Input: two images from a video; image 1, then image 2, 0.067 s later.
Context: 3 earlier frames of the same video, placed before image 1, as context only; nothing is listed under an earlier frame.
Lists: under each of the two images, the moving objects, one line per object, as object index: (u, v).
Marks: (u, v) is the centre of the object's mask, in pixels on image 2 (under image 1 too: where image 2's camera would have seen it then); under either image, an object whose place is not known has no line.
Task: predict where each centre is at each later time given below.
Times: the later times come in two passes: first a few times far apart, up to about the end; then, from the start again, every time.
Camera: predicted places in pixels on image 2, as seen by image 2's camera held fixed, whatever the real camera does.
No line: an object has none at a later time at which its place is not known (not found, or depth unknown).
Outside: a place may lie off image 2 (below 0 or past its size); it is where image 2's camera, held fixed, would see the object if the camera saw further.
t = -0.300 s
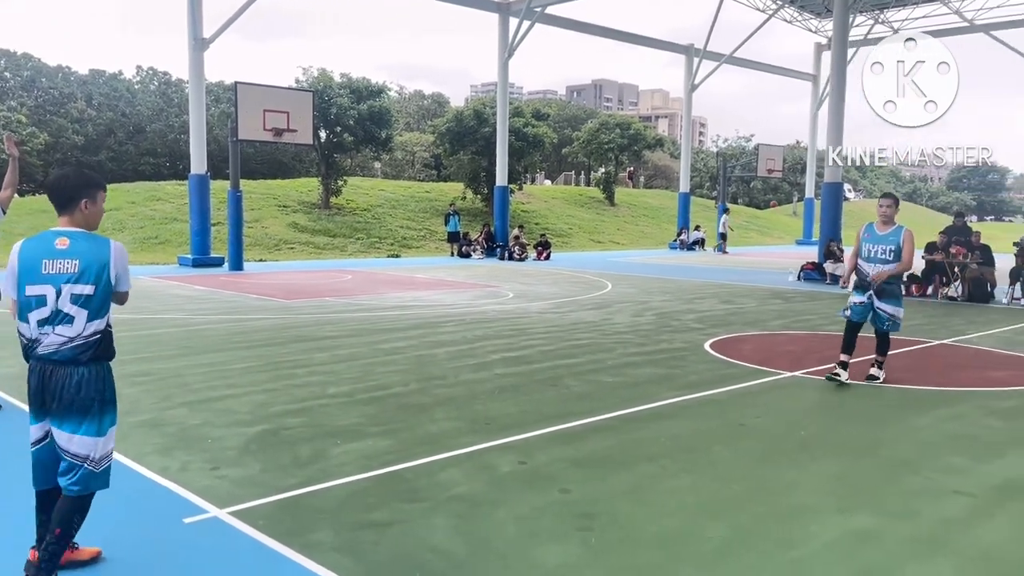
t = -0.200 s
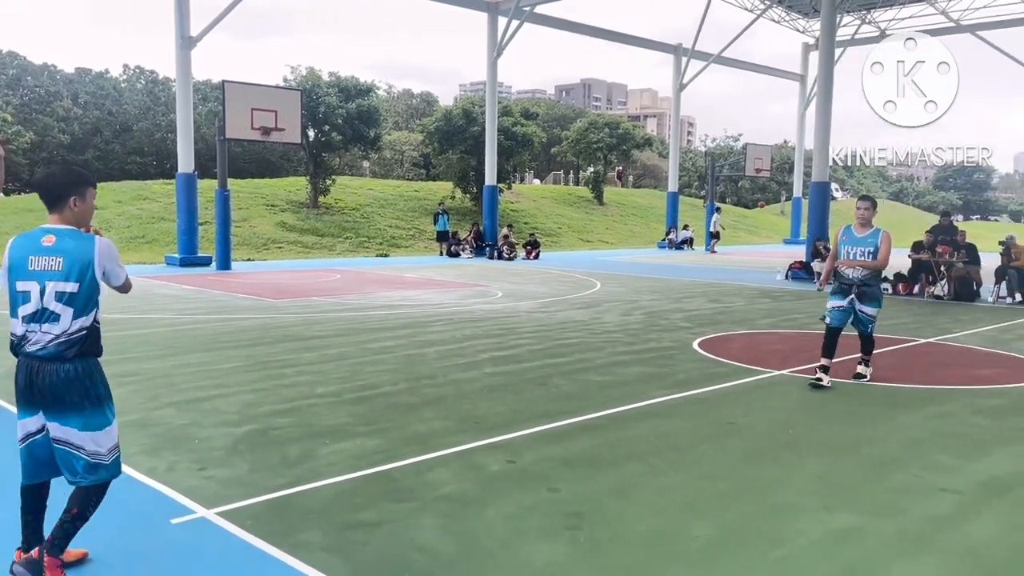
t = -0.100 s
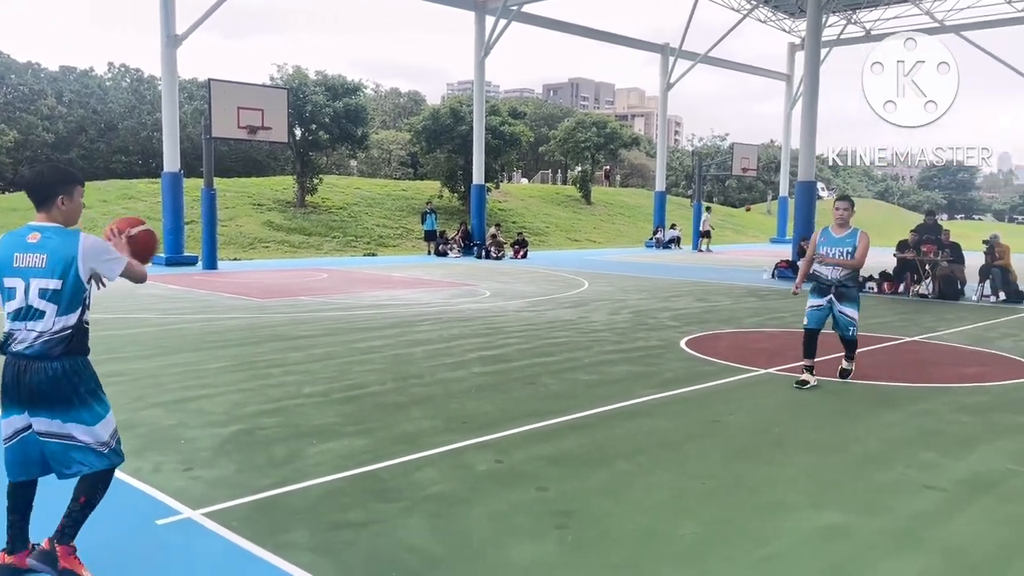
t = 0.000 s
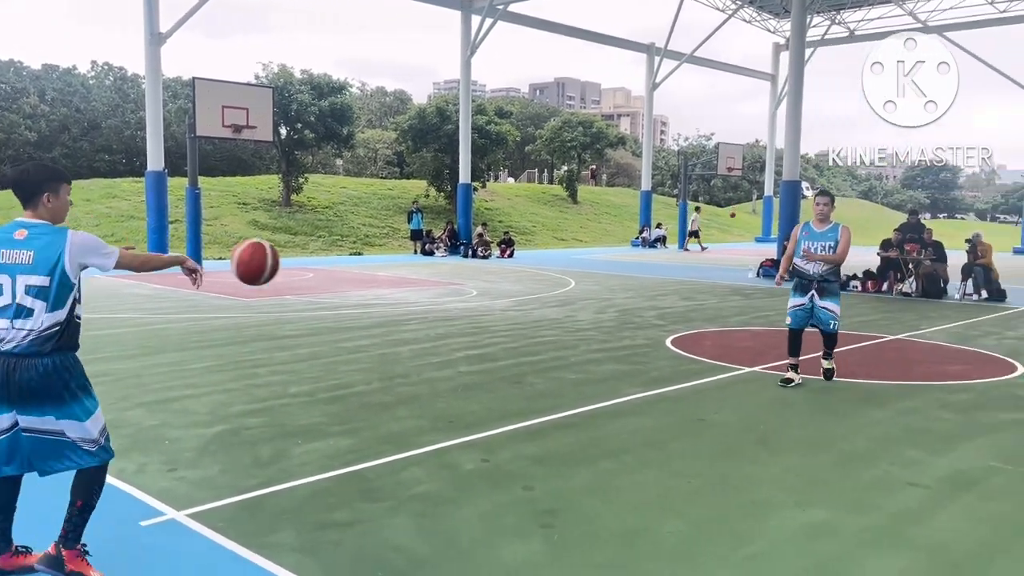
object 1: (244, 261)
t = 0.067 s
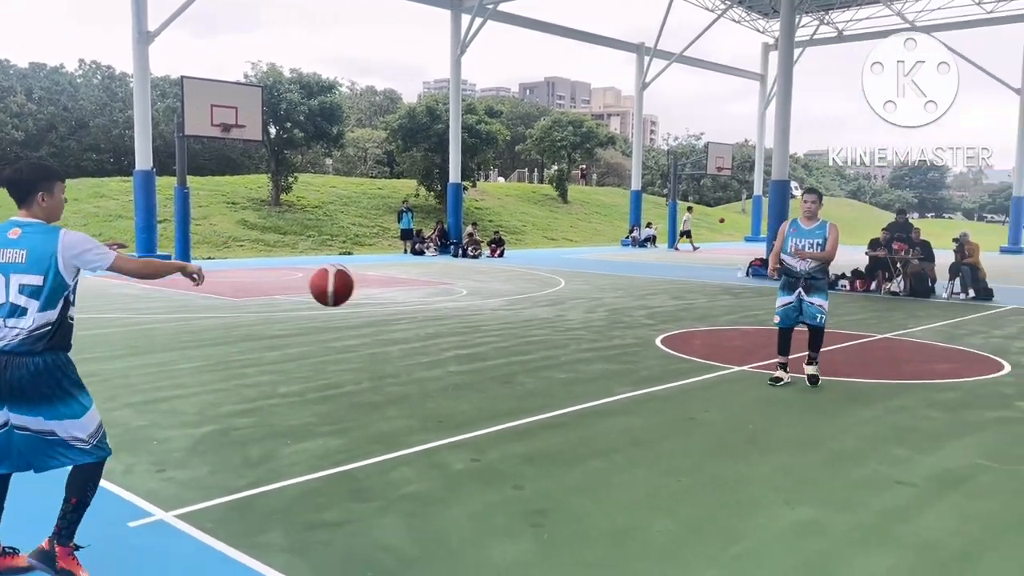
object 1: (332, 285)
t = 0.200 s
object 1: (473, 342)
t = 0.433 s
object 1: (621, 357)
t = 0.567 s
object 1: (666, 300)
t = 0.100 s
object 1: (371, 298)
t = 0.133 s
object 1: (407, 312)
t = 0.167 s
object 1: (441, 326)
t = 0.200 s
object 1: (473, 342)
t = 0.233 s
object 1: (503, 359)
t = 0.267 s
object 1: (531, 376)
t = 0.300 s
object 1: (558, 393)
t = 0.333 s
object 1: (583, 412)
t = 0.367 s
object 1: (597, 397)
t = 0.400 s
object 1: (608, 375)
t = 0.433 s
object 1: (621, 357)
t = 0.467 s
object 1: (632, 340)
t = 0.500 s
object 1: (644, 325)
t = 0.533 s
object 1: (655, 312)
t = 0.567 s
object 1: (666, 300)
